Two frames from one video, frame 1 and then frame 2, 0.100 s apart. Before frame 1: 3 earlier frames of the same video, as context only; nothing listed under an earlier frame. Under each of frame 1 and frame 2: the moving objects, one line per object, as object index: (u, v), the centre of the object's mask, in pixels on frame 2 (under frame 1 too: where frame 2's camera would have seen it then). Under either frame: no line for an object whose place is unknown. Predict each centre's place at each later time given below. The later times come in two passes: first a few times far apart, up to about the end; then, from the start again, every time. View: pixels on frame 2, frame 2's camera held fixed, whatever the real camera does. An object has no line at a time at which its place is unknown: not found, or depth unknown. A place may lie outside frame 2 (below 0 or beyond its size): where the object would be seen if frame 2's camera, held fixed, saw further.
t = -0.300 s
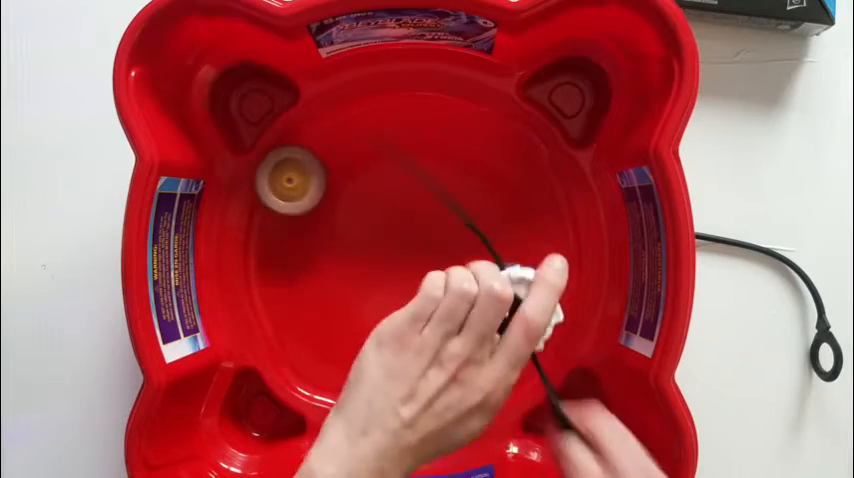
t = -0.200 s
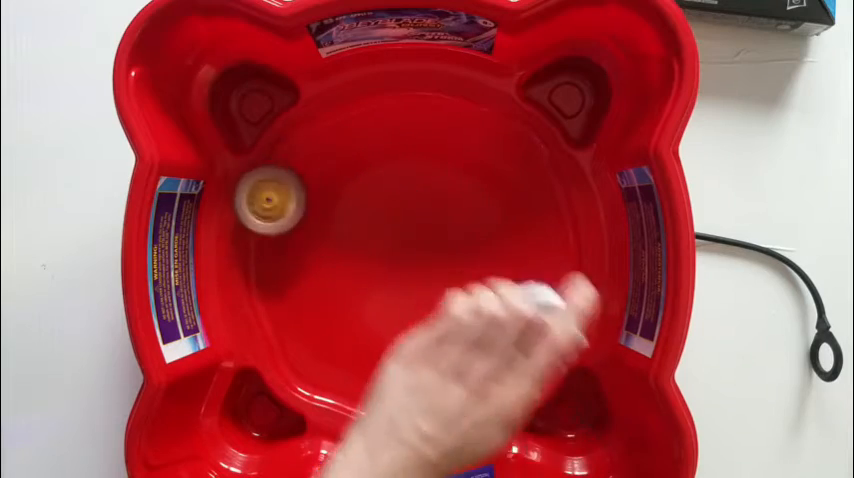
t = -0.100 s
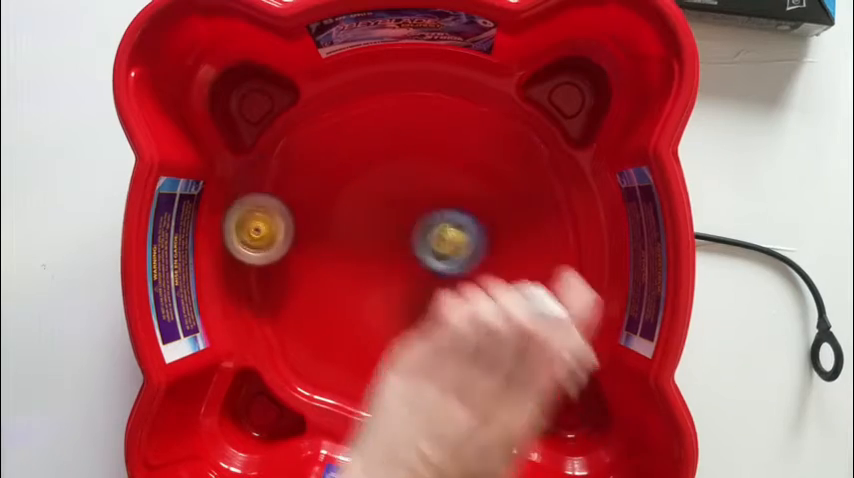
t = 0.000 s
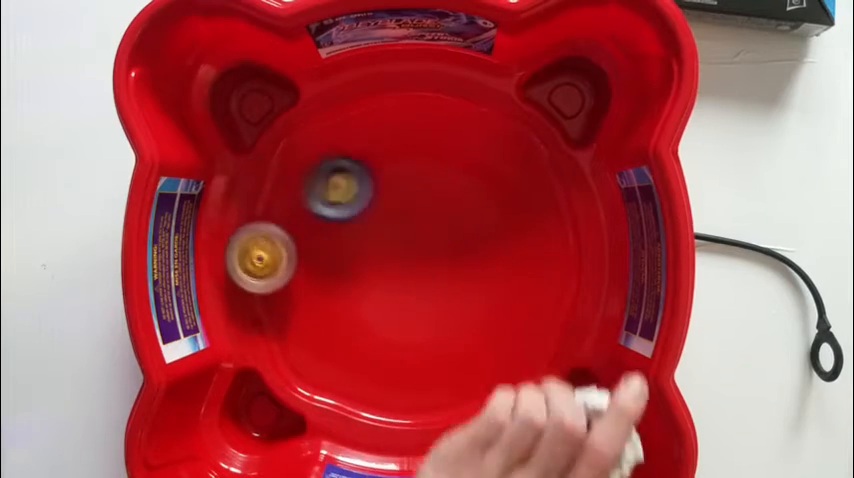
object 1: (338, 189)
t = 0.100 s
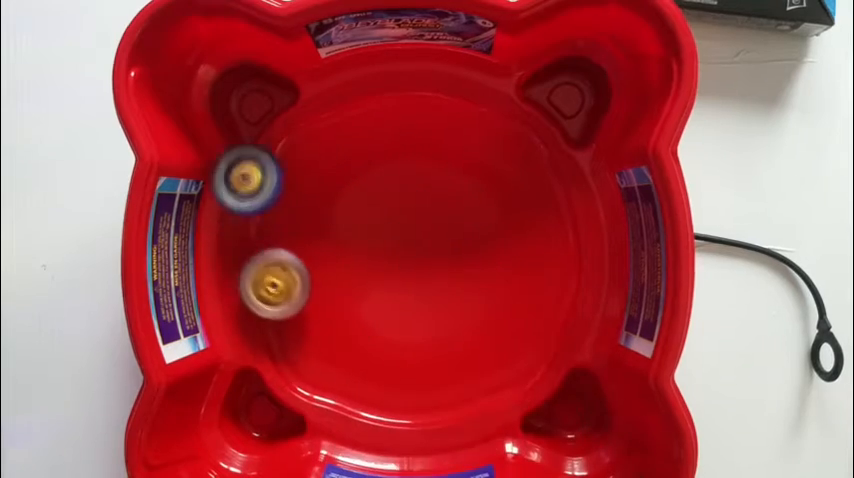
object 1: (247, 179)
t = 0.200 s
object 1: (257, 224)
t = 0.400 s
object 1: (288, 228)
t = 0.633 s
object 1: (369, 354)
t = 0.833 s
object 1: (531, 370)
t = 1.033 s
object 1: (518, 230)
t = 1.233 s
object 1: (284, 193)
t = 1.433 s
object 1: (241, 322)
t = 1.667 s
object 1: (409, 383)
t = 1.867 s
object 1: (515, 220)
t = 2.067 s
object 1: (420, 122)
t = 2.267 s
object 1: (292, 185)
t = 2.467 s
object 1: (305, 331)
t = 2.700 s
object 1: (478, 359)
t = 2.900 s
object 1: (545, 231)
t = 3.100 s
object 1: (456, 132)
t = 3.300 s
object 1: (315, 210)
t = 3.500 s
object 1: (319, 372)
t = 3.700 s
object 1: (448, 377)
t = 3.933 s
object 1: (518, 232)
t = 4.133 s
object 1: (417, 131)
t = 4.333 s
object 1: (293, 183)
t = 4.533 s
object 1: (285, 321)
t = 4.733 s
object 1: (398, 399)
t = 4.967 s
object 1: (530, 331)
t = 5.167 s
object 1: (532, 204)
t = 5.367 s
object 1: (418, 131)
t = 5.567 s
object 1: (293, 186)
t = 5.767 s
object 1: (284, 319)
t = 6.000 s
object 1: (407, 400)
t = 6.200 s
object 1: (517, 351)
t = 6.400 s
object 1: (539, 232)
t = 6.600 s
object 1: (447, 145)
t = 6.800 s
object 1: (320, 172)
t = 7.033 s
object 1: (275, 308)
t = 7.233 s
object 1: (362, 387)
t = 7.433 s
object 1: (476, 364)
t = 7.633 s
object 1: (525, 257)
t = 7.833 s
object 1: (462, 155)
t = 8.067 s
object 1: (327, 164)
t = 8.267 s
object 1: (276, 268)
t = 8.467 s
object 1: (334, 366)
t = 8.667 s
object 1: (445, 376)
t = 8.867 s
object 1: (518, 292)
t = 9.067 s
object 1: (489, 184)
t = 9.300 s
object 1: (362, 158)
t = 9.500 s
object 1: (292, 243)
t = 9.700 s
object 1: (325, 344)
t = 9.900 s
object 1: (426, 371)
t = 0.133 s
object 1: (247, 193)
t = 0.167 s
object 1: (252, 207)
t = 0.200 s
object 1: (257, 224)
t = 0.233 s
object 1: (264, 241)
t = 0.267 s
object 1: (271, 254)
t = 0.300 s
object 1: (267, 245)
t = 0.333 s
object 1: (270, 237)
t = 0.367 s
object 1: (279, 230)
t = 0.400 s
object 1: (288, 228)
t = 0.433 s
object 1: (297, 231)
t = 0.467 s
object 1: (306, 238)
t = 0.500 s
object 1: (314, 251)
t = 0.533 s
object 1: (322, 271)
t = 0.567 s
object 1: (332, 296)
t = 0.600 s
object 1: (347, 325)
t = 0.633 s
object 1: (369, 354)
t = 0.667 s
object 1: (396, 379)
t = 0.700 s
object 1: (426, 394)
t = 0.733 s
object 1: (456, 400)
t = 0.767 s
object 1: (484, 396)
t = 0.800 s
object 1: (510, 386)
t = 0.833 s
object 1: (531, 370)
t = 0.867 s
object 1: (545, 350)
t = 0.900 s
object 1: (555, 328)
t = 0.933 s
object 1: (558, 304)
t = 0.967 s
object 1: (555, 278)
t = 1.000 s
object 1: (542, 252)
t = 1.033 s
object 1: (518, 230)
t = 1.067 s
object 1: (489, 210)
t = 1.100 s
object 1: (453, 194)
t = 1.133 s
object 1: (414, 183)
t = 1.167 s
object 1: (370, 183)
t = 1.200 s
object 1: (326, 187)
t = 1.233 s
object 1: (284, 193)
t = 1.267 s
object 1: (259, 212)
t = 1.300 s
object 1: (240, 233)
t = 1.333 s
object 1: (226, 255)
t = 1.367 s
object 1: (233, 277)
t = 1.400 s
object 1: (239, 299)
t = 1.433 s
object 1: (241, 322)
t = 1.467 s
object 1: (244, 346)
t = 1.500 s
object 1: (258, 368)
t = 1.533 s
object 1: (279, 385)
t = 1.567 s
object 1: (306, 398)
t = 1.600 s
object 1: (338, 401)
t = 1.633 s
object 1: (374, 395)
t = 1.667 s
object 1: (409, 383)
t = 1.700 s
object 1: (441, 365)
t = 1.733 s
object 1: (468, 343)
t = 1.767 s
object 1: (489, 317)
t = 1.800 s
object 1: (503, 287)
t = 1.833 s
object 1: (513, 254)
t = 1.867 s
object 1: (515, 220)
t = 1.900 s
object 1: (513, 187)
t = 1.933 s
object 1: (506, 153)
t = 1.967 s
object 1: (490, 135)
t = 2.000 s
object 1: (467, 131)
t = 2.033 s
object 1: (444, 128)
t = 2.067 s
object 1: (420, 122)
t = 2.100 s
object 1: (397, 118)
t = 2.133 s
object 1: (374, 129)
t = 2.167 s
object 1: (350, 138)
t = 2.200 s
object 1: (327, 150)
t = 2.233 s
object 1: (308, 166)
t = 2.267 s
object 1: (292, 185)
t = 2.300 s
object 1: (281, 208)
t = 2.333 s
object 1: (275, 232)
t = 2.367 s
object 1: (274, 258)
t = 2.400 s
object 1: (279, 285)
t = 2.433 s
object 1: (290, 310)
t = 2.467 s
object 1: (305, 331)
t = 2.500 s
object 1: (325, 350)
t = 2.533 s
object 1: (348, 364)
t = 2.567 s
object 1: (373, 373)
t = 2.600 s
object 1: (400, 378)
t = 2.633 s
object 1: (427, 377)
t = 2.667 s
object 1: (453, 371)
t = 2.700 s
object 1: (478, 359)
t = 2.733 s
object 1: (500, 343)
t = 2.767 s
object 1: (517, 324)
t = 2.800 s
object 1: (531, 303)
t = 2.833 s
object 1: (541, 279)
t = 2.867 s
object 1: (545, 255)
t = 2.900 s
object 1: (545, 231)
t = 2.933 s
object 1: (541, 208)
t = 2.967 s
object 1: (533, 185)
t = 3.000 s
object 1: (520, 164)
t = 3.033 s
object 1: (503, 145)
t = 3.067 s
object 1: (482, 135)
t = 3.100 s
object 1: (456, 132)
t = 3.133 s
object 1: (429, 134)
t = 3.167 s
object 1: (404, 140)
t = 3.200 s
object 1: (379, 150)
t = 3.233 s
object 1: (355, 165)
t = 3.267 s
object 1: (333, 185)
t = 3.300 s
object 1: (315, 210)
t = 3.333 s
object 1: (304, 236)
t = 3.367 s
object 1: (296, 264)
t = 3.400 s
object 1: (295, 294)
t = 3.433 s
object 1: (299, 322)
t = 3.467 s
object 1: (307, 349)
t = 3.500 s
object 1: (319, 372)
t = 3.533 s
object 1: (336, 386)
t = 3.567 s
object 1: (358, 389)
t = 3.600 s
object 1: (381, 391)
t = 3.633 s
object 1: (404, 390)
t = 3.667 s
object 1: (426, 386)
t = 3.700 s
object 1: (448, 377)
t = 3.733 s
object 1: (467, 365)
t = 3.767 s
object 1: (486, 348)
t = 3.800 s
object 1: (500, 328)
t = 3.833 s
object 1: (511, 308)
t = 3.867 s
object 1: (518, 283)
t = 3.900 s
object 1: (520, 258)
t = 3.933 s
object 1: (518, 232)
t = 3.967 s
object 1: (510, 208)
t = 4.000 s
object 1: (498, 186)
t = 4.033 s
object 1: (482, 166)
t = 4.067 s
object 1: (462, 151)
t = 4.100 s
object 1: (441, 139)
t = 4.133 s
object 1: (417, 131)
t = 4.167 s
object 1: (393, 126)
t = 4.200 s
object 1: (369, 127)
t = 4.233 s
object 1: (345, 133)
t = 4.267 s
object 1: (325, 146)
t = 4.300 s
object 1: (307, 164)
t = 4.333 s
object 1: (293, 183)
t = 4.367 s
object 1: (281, 204)
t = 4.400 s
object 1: (273, 227)
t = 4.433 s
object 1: (270, 251)
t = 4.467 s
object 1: (270, 276)
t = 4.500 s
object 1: (276, 299)
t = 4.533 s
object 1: (285, 321)
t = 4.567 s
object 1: (297, 342)
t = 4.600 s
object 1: (313, 360)
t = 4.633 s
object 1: (331, 375)
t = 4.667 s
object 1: (353, 388)
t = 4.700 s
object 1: (375, 396)
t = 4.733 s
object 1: (398, 399)
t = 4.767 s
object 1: (421, 400)
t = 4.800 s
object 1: (443, 397)
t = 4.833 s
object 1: (465, 389)
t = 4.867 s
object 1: (485, 380)
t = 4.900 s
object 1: (502, 366)
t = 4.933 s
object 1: (518, 350)
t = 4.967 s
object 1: (530, 331)
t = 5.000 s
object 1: (540, 311)
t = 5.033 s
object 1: (545, 290)
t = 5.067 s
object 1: (548, 267)
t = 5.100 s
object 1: (546, 245)
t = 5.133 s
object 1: (541, 223)
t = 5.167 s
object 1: (532, 204)
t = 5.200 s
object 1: (519, 184)
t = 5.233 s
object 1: (504, 168)
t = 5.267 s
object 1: (484, 154)
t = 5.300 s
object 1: (464, 143)
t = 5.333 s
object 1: (441, 135)
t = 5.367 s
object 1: (418, 131)
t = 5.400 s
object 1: (394, 132)
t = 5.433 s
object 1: (372, 136)
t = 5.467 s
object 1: (349, 143)
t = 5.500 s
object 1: (329, 155)
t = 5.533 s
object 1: (309, 170)
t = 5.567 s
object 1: (293, 186)
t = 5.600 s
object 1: (280, 206)
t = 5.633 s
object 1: (271, 226)
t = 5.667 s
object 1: (269, 249)
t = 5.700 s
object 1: (271, 273)
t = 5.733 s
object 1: (276, 297)
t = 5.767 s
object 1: (284, 319)
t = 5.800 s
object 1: (295, 339)
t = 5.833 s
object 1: (309, 356)
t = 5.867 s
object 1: (325, 371)
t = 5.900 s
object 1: (344, 383)
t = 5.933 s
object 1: (364, 392)
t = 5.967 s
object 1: (385, 398)
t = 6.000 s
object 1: (407, 400)
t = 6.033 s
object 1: (428, 400)
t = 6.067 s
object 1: (448, 395)
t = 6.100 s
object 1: (468, 388)
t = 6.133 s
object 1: (486, 379)
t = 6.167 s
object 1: (503, 365)
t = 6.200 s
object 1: (517, 351)
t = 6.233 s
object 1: (528, 334)
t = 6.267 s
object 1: (537, 315)
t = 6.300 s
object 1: (542, 296)
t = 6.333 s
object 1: (544, 274)
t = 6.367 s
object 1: (544, 252)
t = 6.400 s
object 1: (539, 232)
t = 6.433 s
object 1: (530, 212)
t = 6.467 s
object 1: (520, 194)
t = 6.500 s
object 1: (505, 178)
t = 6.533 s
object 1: (488, 164)
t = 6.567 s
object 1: (469, 152)
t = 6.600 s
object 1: (447, 145)
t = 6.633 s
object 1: (425, 140)
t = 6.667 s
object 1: (404, 140)
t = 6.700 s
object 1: (381, 143)
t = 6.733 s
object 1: (359, 148)
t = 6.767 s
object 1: (339, 159)
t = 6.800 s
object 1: (320, 172)
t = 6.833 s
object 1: (304, 187)
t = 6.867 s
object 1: (291, 205)
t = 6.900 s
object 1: (280, 223)
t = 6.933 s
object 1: (274, 244)
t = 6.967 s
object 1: (270, 266)
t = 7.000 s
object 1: (270, 287)
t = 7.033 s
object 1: (275, 308)
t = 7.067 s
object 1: (284, 326)
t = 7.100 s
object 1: (295, 342)
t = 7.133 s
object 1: (310, 358)
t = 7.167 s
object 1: (324, 371)
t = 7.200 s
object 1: (342, 379)
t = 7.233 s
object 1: (362, 387)
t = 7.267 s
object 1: (380, 391)
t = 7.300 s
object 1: (401, 391)
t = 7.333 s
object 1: (421, 389)
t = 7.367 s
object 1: (440, 385)
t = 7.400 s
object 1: (458, 376)
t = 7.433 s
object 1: (476, 364)
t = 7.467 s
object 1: (491, 351)
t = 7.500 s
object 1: (503, 335)
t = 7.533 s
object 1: (513, 317)
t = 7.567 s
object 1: (521, 297)
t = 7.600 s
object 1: (526, 277)
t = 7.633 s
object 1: (525, 257)
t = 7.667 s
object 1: (523, 236)
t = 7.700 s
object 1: (516, 216)
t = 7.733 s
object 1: (508, 198)
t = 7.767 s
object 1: (495, 182)
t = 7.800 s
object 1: (479, 167)
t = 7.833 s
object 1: (462, 155)
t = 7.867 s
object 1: (444, 147)
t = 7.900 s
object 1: (424, 142)
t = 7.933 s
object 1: (403, 139)
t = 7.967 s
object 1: (383, 140)
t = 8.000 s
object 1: (364, 145)
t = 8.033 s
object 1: (344, 153)
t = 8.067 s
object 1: (327, 164)
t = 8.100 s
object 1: (312, 176)
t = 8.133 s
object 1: (298, 193)
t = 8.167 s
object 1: (287, 209)
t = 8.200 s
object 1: (280, 227)
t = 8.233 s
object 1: (277, 247)
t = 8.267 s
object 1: (276, 268)
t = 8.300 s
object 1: (278, 287)
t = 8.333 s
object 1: (285, 306)
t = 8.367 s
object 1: (294, 324)
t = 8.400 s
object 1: (304, 341)
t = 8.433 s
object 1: (317, 354)
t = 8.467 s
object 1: (334, 366)
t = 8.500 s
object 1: (351, 375)
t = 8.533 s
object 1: (369, 381)
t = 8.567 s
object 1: (388, 385)
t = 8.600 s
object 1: (407, 385)
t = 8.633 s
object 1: (426, 382)
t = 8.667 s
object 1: (445, 376)
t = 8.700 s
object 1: (462, 368)
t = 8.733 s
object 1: (477, 357)
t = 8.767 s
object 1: (490, 343)
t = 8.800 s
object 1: (502, 327)
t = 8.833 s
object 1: (511, 310)
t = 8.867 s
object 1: (518, 292)
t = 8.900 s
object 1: (521, 274)
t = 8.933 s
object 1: (520, 254)
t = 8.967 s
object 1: (517, 234)
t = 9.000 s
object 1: (510, 216)
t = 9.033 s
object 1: (500, 199)
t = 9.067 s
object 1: (489, 184)
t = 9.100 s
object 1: (474, 172)
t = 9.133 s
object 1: (457, 162)
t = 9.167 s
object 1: (438, 154)
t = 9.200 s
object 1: (419, 150)
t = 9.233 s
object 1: (400, 149)
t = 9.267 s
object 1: (381, 151)
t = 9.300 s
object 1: (362, 158)
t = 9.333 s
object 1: (344, 167)
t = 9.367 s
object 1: (328, 178)
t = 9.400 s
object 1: (315, 191)
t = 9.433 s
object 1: (305, 207)
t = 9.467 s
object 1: (297, 224)
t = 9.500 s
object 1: (292, 243)
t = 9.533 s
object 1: (289, 261)
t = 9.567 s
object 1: (290, 280)
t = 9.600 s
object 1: (295, 297)
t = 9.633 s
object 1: (303, 313)
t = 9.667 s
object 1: (314, 330)
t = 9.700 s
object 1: (325, 344)
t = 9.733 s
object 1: (339, 355)
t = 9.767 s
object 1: (354, 364)
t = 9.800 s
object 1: (371, 369)
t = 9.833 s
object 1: (389, 373)
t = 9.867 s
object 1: (408, 373)
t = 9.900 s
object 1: (426, 371)
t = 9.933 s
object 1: (443, 366)
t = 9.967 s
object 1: (459, 357)
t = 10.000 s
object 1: (473, 347)
